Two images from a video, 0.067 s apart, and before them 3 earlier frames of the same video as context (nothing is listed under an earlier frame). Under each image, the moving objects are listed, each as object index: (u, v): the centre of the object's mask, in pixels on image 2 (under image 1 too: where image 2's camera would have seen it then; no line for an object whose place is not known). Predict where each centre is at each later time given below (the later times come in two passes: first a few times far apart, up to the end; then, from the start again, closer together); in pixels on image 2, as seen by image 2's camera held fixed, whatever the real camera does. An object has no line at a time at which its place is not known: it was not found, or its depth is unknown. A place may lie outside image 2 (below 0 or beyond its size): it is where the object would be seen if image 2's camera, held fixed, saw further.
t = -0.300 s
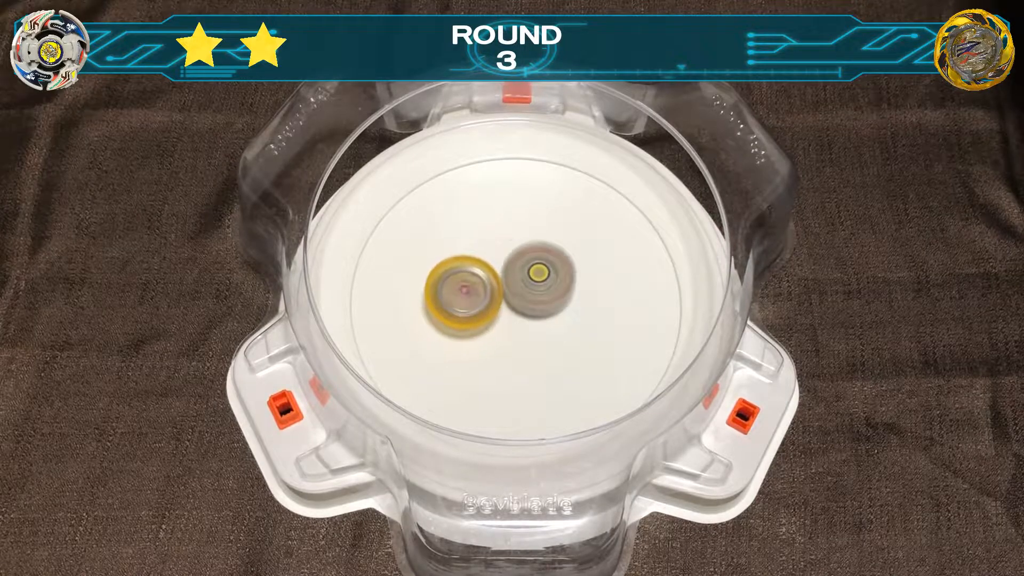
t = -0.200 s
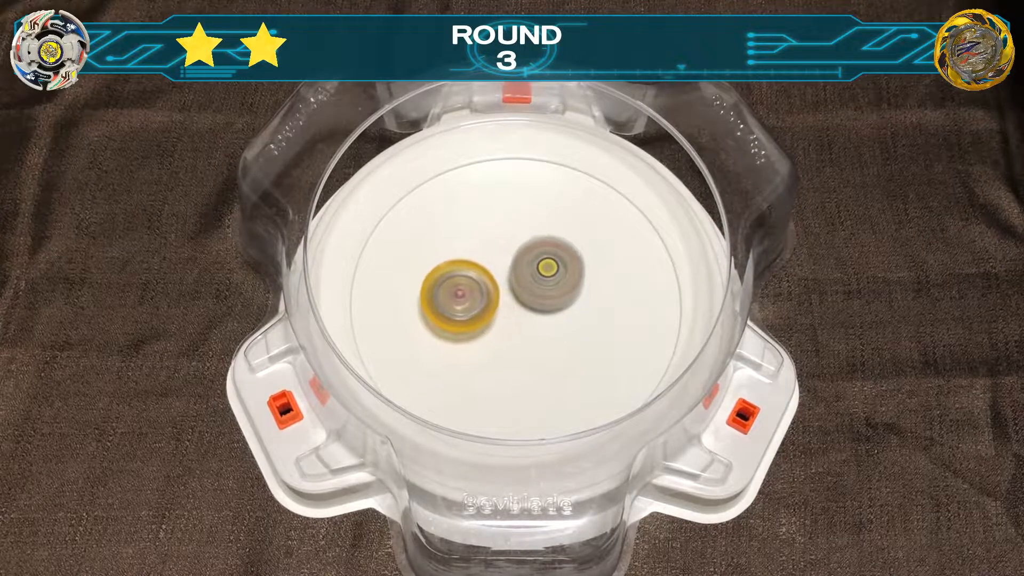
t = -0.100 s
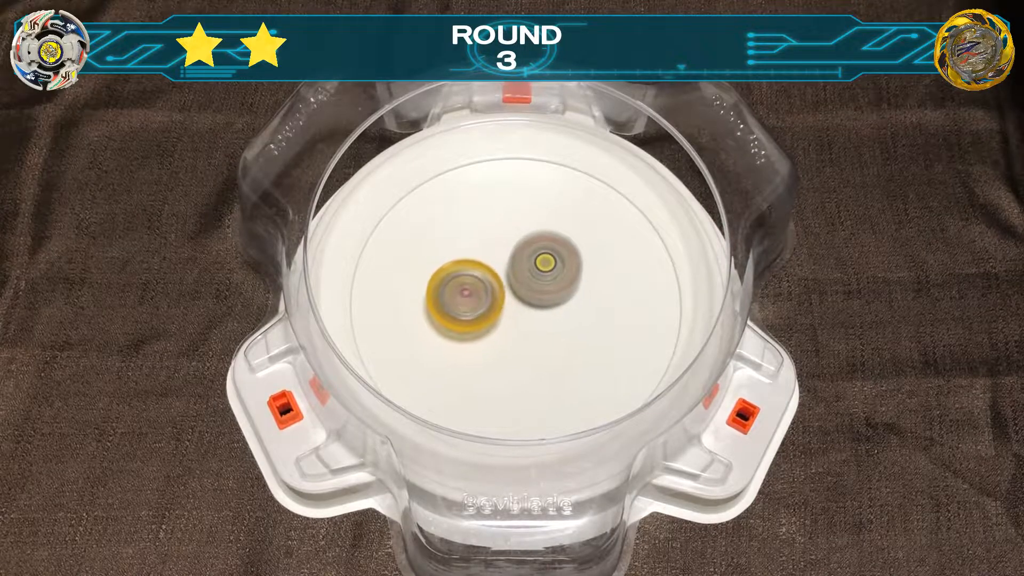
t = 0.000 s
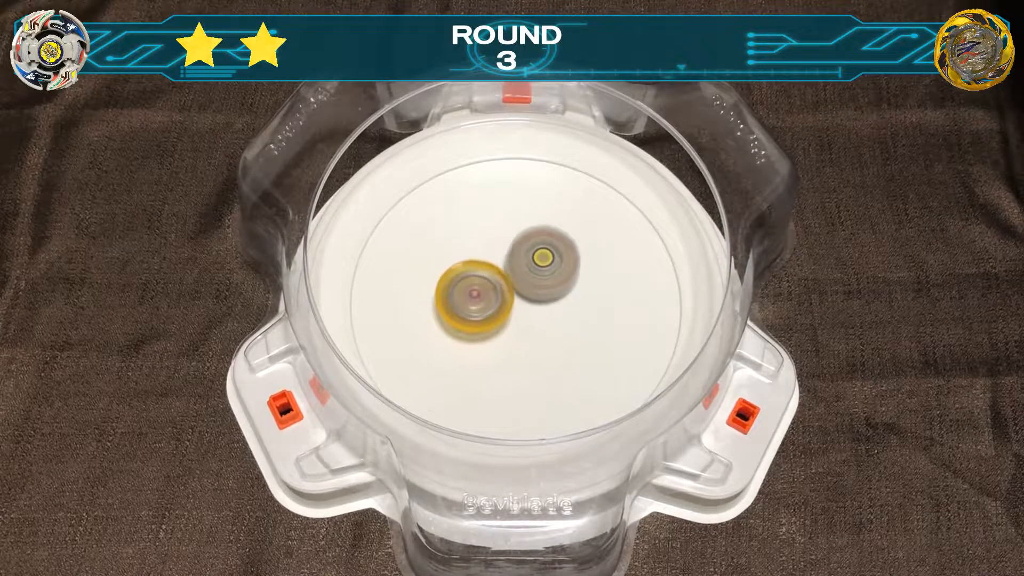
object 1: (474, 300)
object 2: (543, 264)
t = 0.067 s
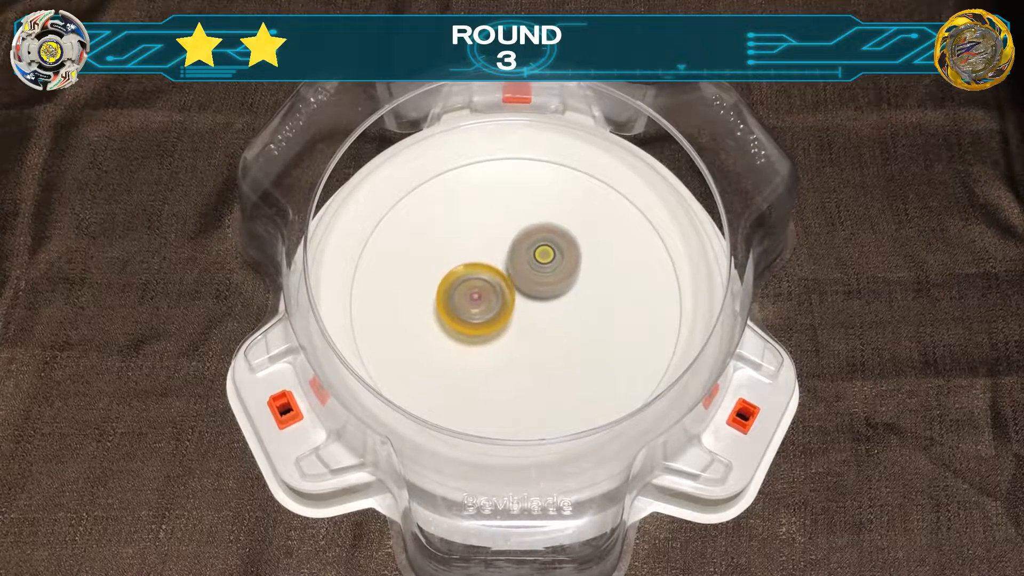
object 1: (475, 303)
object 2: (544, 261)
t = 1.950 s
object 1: (488, 323)
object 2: (527, 263)
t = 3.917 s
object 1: (487, 325)
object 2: (529, 266)
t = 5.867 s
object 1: (538, 333)
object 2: (487, 280)
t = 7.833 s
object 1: (556, 313)
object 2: (484, 286)
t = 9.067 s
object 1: (566, 278)
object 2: (424, 308)
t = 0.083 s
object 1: (475, 303)
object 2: (543, 260)
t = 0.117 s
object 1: (478, 304)
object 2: (542, 259)
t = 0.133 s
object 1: (479, 304)
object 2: (541, 259)
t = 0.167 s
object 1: (481, 305)
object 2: (539, 258)
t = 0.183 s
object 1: (481, 306)
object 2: (540, 257)
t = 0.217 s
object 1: (482, 307)
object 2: (539, 256)
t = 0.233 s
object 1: (482, 307)
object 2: (538, 255)
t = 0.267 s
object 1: (484, 307)
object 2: (537, 255)
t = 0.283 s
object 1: (484, 308)
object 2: (536, 255)
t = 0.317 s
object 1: (483, 309)
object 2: (535, 253)
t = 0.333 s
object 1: (482, 310)
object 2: (535, 253)
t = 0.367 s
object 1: (482, 311)
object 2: (533, 254)
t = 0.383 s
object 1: (482, 311)
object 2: (533, 255)
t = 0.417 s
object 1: (482, 311)
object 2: (532, 256)
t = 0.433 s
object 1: (481, 313)
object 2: (533, 255)
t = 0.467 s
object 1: (479, 316)
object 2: (534, 255)
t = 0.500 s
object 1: (479, 317)
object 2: (534, 255)
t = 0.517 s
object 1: (479, 317)
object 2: (533, 255)
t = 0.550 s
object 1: (481, 317)
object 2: (531, 256)
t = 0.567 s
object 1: (483, 317)
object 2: (531, 257)
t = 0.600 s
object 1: (486, 316)
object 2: (530, 257)
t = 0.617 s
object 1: (486, 318)
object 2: (531, 256)
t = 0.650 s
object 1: (485, 322)
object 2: (534, 253)
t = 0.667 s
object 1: (485, 324)
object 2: (534, 252)
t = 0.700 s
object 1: (485, 325)
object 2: (534, 252)
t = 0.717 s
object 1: (485, 325)
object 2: (534, 252)
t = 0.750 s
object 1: (486, 326)
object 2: (533, 253)
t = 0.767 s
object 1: (486, 326)
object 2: (532, 254)
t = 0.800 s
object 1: (488, 325)
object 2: (530, 255)
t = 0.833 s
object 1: (489, 324)
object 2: (528, 257)
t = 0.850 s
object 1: (491, 324)
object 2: (528, 257)
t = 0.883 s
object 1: (493, 323)
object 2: (527, 258)
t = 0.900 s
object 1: (494, 323)
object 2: (526, 259)
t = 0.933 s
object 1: (495, 324)
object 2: (527, 259)
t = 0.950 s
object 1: (496, 325)
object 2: (527, 259)
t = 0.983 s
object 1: (497, 326)
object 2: (527, 260)
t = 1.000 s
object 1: (498, 327)
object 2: (527, 261)
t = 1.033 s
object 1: (499, 327)
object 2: (527, 262)
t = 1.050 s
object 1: (498, 329)
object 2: (528, 262)
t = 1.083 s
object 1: (497, 330)
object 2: (529, 261)
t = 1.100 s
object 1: (496, 330)
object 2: (529, 261)
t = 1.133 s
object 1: (495, 330)
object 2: (529, 262)
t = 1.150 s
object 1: (495, 330)
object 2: (529, 263)
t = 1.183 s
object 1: (495, 329)
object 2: (528, 264)
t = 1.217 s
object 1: (494, 328)
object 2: (528, 265)
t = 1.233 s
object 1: (492, 330)
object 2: (529, 263)
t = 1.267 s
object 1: (487, 335)
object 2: (531, 259)
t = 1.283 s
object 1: (486, 335)
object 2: (532, 258)
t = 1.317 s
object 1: (485, 335)
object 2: (532, 258)
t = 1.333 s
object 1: (485, 334)
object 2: (531, 259)
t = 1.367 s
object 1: (486, 333)
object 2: (530, 260)
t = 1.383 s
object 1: (486, 332)
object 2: (529, 260)
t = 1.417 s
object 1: (487, 330)
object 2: (528, 262)
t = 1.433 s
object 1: (488, 330)
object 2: (528, 262)
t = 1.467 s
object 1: (489, 328)
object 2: (527, 264)
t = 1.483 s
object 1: (490, 327)
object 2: (527, 264)
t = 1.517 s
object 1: (489, 327)
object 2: (527, 264)
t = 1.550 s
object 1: (485, 331)
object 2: (531, 259)
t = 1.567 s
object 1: (484, 332)
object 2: (532, 257)
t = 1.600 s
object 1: (483, 333)
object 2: (533, 256)
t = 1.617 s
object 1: (482, 332)
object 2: (533, 257)
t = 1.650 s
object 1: (483, 331)
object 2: (532, 258)
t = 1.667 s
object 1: (483, 330)
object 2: (531, 258)
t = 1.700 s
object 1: (484, 329)
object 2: (529, 260)
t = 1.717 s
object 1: (485, 328)
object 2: (529, 261)
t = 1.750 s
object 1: (487, 326)
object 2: (528, 262)
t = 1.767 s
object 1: (488, 326)
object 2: (527, 262)
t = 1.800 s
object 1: (489, 324)
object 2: (527, 263)
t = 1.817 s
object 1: (489, 324)
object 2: (527, 263)
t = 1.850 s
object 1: (487, 325)
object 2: (529, 261)
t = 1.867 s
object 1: (487, 325)
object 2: (529, 261)
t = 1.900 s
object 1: (487, 324)
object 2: (528, 262)
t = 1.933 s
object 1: (489, 323)
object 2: (528, 263)
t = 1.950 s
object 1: (488, 323)
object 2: (527, 263)
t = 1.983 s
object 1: (485, 326)
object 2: (528, 262)
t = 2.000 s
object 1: (484, 327)
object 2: (528, 262)
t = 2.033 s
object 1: (483, 327)
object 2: (527, 263)
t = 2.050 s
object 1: (483, 327)
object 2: (527, 264)
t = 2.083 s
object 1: (483, 327)
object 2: (526, 266)
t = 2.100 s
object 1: (483, 328)
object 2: (526, 267)
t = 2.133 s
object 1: (483, 328)
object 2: (525, 269)
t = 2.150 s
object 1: (482, 329)
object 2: (525, 269)
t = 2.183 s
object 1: (478, 332)
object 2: (528, 266)
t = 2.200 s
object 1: (477, 333)
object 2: (530, 266)
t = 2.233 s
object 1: (476, 334)
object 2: (531, 267)
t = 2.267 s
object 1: (476, 334)
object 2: (531, 268)
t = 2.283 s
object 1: (477, 333)
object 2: (530, 269)
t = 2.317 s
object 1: (479, 332)
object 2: (529, 271)
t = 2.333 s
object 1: (481, 331)
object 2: (528, 271)
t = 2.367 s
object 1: (483, 330)
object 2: (527, 272)
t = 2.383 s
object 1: (485, 329)
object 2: (527, 273)
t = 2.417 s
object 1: (484, 330)
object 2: (529, 272)
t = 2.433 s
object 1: (484, 331)
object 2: (530, 271)
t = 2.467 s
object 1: (484, 331)
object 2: (530, 271)
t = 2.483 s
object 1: (484, 330)
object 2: (531, 272)
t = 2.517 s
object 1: (484, 329)
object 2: (530, 272)
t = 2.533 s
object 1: (485, 329)
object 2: (530, 273)
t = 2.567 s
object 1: (485, 328)
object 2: (529, 273)
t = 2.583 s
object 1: (483, 332)
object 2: (531, 272)
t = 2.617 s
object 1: (482, 331)
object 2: (533, 269)
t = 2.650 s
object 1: (480, 332)
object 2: (534, 268)
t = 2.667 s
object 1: (481, 332)
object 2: (534, 268)
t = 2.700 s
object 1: (481, 331)
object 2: (533, 269)
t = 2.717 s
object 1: (481, 331)
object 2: (533, 269)
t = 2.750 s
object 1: (481, 330)
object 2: (531, 269)
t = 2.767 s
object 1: (481, 329)
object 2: (531, 270)
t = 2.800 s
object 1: (482, 328)
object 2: (529, 270)
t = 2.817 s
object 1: (482, 328)
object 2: (529, 271)
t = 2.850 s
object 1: (481, 327)
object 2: (529, 271)
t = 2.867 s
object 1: (481, 326)
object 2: (529, 271)
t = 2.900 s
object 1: (479, 327)
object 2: (531, 269)
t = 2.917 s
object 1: (477, 328)
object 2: (534, 267)
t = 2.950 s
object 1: (475, 328)
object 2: (537, 263)
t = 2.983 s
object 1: (474, 327)
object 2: (538, 262)
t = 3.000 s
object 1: (475, 326)
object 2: (537, 262)
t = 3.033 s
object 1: (475, 325)
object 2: (536, 262)
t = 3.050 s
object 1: (475, 325)
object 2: (535, 262)
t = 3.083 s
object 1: (476, 324)
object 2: (533, 262)
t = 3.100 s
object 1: (477, 323)
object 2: (532, 263)
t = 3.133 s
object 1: (478, 322)
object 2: (530, 263)
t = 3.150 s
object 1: (478, 322)
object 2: (530, 264)
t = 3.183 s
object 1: (479, 321)
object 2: (528, 265)
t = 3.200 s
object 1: (480, 320)
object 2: (528, 265)
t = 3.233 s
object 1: (479, 321)
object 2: (527, 265)
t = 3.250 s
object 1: (478, 321)
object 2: (528, 265)
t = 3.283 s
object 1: (479, 321)
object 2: (529, 265)
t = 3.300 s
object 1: (479, 321)
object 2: (529, 265)
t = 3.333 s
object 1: (480, 320)
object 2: (529, 267)
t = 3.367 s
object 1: (477, 323)
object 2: (532, 264)
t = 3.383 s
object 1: (475, 324)
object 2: (533, 264)
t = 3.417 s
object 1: (474, 325)
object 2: (535, 263)
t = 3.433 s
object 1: (474, 324)
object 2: (535, 263)
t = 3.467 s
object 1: (475, 324)
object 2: (534, 264)
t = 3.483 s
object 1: (476, 323)
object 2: (534, 264)
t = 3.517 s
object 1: (479, 322)
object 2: (533, 265)
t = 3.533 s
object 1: (480, 322)
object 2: (532, 265)
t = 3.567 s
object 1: (482, 321)
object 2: (531, 265)
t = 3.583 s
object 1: (483, 321)
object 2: (531, 266)
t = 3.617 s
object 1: (481, 324)
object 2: (533, 263)
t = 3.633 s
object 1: (480, 325)
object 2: (534, 262)
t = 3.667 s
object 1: (479, 326)
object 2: (536, 262)
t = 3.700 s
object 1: (480, 326)
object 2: (535, 262)
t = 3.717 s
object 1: (481, 326)
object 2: (535, 263)
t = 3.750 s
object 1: (481, 326)
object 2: (533, 263)
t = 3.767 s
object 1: (482, 326)
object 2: (533, 264)
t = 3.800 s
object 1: (483, 326)
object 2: (532, 264)
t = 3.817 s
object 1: (484, 326)
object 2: (531, 265)
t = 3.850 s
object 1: (485, 325)
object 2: (531, 265)
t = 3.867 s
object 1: (486, 325)
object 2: (530, 265)
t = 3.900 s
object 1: (487, 325)
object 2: (529, 266)
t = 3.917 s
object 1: (487, 325)
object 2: (529, 266)
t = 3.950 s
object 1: (487, 326)
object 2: (529, 266)
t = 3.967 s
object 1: (487, 326)
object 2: (528, 266)
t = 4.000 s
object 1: (487, 326)
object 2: (529, 267)
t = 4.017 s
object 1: (487, 326)
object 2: (529, 267)
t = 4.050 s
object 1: (487, 326)
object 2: (529, 267)
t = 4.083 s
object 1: (487, 327)
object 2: (529, 268)
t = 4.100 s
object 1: (487, 327)
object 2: (529, 268)
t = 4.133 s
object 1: (486, 327)
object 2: (529, 268)
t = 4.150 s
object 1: (485, 328)
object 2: (529, 268)
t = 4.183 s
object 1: (485, 328)
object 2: (528, 269)
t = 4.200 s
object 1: (485, 328)
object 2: (527, 270)
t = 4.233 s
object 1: (482, 329)
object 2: (527, 270)
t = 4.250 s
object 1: (480, 331)
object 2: (528, 268)
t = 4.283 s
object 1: (477, 334)
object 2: (531, 266)
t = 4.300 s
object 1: (476, 335)
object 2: (532, 265)
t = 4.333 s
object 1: (475, 337)
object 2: (531, 266)
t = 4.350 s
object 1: (476, 335)
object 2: (530, 266)
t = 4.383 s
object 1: (477, 333)
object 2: (528, 268)
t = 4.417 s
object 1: (479, 331)
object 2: (525, 270)
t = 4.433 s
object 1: (480, 330)
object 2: (524, 270)
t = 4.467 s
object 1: (482, 328)
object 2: (523, 271)
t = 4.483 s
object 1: (478, 334)
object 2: (526, 266)
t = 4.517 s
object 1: (467, 345)
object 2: (537, 253)
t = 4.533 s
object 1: (462, 349)
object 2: (542, 247)
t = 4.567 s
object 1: (455, 355)
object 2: (548, 240)
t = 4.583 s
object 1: (452, 356)
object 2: (550, 238)
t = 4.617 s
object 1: (451, 356)
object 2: (549, 236)
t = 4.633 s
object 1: (451, 356)
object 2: (547, 235)
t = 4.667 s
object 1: (451, 355)
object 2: (543, 236)
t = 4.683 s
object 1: (451, 355)
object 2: (541, 236)
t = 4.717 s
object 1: (451, 356)
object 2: (538, 237)
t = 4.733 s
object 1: (452, 355)
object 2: (535, 237)
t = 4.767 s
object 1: (453, 354)
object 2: (531, 239)
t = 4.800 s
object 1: (454, 352)
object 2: (528, 241)
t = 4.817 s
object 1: (454, 351)
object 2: (526, 241)
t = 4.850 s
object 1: (455, 350)
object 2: (523, 244)
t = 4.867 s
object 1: (456, 349)
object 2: (521, 245)
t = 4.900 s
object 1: (457, 347)
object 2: (518, 247)
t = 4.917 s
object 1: (458, 346)
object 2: (516, 249)
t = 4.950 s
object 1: (460, 344)
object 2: (513, 252)
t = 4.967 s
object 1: (461, 343)
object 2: (511, 253)
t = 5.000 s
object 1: (463, 339)
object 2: (509, 256)
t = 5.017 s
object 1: (465, 337)
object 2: (507, 258)
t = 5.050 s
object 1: (469, 333)
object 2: (505, 261)
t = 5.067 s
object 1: (471, 330)
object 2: (504, 262)
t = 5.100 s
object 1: (474, 327)
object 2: (504, 261)
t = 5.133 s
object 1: (474, 329)
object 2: (509, 255)
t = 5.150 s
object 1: (474, 330)
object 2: (511, 252)
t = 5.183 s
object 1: (476, 329)
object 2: (514, 250)
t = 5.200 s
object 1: (476, 328)
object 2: (514, 250)
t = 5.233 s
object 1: (479, 328)
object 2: (512, 251)
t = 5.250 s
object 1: (481, 328)
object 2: (512, 252)
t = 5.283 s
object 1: (483, 327)
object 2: (509, 253)
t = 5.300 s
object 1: (485, 327)
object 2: (508, 253)
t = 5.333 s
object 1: (488, 326)
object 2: (506, 254)
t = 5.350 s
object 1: (491, 325)
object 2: (504, 254)
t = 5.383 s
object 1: (495, 325)
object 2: (502, 255)
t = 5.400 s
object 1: (497, 324)
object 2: (500, 255)
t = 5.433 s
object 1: (501, 323)
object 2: (498, 256)
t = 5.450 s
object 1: (505, 323)
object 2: (497, 257)
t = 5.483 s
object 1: (509, 326)
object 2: (495, 257)
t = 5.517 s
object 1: (514, 328)
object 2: (494, 259)
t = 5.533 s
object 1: (517, 329)
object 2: (494, 259)
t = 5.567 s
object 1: (522, 330)
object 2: (492, 261)
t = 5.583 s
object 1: (525, 330)
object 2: (492, 262)
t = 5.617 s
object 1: (529, 331)
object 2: (491, 264)
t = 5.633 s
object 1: (531, 331)
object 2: (491, 265)
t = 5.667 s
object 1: (532, 332)
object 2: (489, 268)
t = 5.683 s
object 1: (533, 332)
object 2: (489, 269)
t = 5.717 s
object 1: (534, 332)
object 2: (488, 271)
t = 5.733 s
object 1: (535, 332)
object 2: (488, 272)
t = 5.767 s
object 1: (536, 332)
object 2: (488, 274)
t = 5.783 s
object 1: (537, 332)
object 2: (488, 275)
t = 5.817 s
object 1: (537, 332)
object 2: (488, 277)
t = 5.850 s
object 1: (538, 332)
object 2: (487, 280)
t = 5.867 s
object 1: (538, 333)
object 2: (487, 280)
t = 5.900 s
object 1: (539, 335)
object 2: (487, 280)
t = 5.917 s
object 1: (538, 335)
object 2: (487, 281)
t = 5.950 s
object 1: (538, 335)
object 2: (487, 281)
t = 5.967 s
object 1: (538, 335)
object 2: (487, 282)
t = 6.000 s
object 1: (538, 336)
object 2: (486, 283)
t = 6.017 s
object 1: (540, 339)
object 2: (484, 281)
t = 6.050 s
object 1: (542, 343)
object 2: (479, 275)
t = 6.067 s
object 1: (542, 344)
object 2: (478, 274)
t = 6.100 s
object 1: (542, 344)
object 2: (476, 273)
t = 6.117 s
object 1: (541, 344)
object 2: (475, 273)
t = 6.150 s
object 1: (540, 344)
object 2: (475, 273)
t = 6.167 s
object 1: (539, 343)
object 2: (474, 274)
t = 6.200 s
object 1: (538, 342)
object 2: (474, 274)
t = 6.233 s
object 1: (537, 340)
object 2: (473, 275)
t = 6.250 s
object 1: (536, 340)
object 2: (473, 276)
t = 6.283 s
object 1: (535, 338)
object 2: (473, 277)
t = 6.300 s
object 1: (534, 337)
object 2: (472, 277)
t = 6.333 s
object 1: (533, 335)
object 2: (472, 279)
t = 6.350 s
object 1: (532, 334)
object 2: (472, 279)
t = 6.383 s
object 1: (530, 333)
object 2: (472, 280)
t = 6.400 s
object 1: (528, 331)
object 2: (472, 281)
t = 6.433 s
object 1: (528, 329)
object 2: (470, 278)
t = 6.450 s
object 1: (529, 331)
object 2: (467, 276)
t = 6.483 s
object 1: (529, 331)
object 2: (465, 274)
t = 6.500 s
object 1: (529, 331)
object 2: (465, 274)
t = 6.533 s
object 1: (528, 333)
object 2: (465, 274)
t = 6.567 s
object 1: (528, 332)
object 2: (465, 275)
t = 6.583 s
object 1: (528, 331)
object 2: (465, 275)
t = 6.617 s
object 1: (528, 330)
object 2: (465, 276)
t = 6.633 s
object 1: (528, 329)
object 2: (465, 277)
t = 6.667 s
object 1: (528, 327)
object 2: (466, 278)
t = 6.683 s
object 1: (528, 326)
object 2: (466, 278)
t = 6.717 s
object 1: (528, 324)
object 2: (467, 280)
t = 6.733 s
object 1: (528, 323)
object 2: (467, 280)
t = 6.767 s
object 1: (528, 320)
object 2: (468, 281)
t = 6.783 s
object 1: (528, 318)
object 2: (468, 281)
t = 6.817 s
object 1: (534, 321)
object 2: (463, 274)
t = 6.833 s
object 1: (538, 323)
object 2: (459, 267)
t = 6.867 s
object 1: (544, 325)
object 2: (453, 254)
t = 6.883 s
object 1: (546, 325)
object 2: (451, 250)
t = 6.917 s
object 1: (549, 323)
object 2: (450, 244)
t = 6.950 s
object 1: (551, 320)
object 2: (449, 243)
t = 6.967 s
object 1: (552, 319)
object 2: (448, 243)
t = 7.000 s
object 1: (553, 318)
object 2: (448, 243)
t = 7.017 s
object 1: (554, 317)
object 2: (448, 243)
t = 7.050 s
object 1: (554, 316)
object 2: (447, 244)
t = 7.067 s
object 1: (555, 316)
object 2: (447, 244)
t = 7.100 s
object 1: (555, 315)
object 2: (446, 245)
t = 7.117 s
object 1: (555, 315)
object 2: (446, 245)
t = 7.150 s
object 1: (556, 314)
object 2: (446, 245)
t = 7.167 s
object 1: (556, 313)
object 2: (446, 246)
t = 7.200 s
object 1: (556, 312)
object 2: (446, 247)
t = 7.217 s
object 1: (556, 312)
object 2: (447, 248)
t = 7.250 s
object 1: (557, 311)
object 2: (448, 249)
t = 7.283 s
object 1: (557, 311)
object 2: (449, 251)
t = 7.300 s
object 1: (557, 311)
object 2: (450, 252)
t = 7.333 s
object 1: (557, 310)
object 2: (452, 254)
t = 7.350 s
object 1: (557, 310)
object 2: (453, 255)
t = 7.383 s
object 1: (557, 310)
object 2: (455, 257)
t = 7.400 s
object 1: (557, 309)
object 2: (456, 258)
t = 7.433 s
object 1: (556, 309)
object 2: (459, 261)
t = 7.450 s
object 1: (556, 309)
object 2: (460, 262)
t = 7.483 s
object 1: (555, 308)
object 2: (464, 264)
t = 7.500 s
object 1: (555, 308)
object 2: (465, 266)
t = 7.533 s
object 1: (554, 307)
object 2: (468, 268)
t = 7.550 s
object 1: (554, 307)
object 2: (470, 270)
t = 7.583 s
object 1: (554, 306)
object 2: (474, 272)
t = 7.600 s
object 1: (553, 306)
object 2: (475, 273)
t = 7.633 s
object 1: (553, 305)
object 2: (479, 276)
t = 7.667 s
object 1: (553, 304)
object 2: (482, 279)
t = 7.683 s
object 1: (553, 304)
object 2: (482, 280)
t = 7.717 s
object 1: (554, 305)
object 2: (483, 282)
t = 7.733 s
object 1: (554, 307)
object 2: (483, 282)
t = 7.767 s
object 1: (554, 309)
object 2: (484, 284)
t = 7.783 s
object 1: (555, 310)
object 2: (484, 285)
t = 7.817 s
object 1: (555, 312)
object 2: (484, 286)
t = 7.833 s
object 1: (556, 313)
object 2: (484, 286)
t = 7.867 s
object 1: (556, 314)
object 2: (485, 288)
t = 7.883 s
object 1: (557, 315)
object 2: (484, 288)
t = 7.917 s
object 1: (557, 317)
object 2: (484, 288)
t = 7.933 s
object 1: (556, 317)
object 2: (484, 289)
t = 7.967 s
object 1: (556, 316)
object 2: (485, 290)
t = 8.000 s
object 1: (558, 317)
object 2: (482, 289)
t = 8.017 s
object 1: (560, 319)
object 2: (479, 287)
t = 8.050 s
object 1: (560, 321)
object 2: (475, 285)
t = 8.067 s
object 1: (560, 322)
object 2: (474, 285)
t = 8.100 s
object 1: (558, 322)
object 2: (474, 287)
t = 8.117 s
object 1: (558, 322)
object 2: (474, 288)
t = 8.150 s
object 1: (556, 323)
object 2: (474, 290)
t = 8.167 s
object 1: (555, 323)
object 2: (474, 291)
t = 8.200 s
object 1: (552, 324)
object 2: (475, 294)
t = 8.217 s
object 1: (551, 324)
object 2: (475, 295)
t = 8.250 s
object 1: (548, 324)
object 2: (476, 298)
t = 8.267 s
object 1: (547, 324)
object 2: (475, 299)
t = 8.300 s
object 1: (558, 334)
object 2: (454, 286)
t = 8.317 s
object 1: (570, 340)
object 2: (443, 280)
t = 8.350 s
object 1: (588, 352)
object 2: (426, 270)
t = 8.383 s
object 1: (600, 362)
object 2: (413, 264)
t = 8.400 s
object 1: (604, 367)
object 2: (409, 263)
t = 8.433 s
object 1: (609, 373)
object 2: (403, 262)
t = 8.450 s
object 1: (609, 374)
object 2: (401, 263)
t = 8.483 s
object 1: (608, 374)
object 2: (398, 266)
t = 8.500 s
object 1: (607, 373)
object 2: (397, 267)
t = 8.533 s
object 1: (606, 370)
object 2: (396, 270)
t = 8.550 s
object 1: (605, 368)
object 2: (395, 272)
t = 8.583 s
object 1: (604, 366)
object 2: (395, 274)
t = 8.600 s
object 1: (604, 364)
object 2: (395, 276)
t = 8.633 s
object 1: (603, 361)
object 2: (395, 278)
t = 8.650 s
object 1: (603, 360)
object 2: (395, 279)
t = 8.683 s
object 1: (603, 358)
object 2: (395, 282)
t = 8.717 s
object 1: (599, 354)
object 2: (396, 284)
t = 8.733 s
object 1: (598, 352)
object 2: (396, 286)
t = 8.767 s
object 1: (594, 347)
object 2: (397, 288)
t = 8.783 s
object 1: (592, 343)
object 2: (398, 289)
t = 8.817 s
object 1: (587, 337)
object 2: (400, 292)
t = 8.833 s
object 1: (585, 332)
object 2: (401, 293)
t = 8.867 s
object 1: (582, 325)
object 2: (403, 296)
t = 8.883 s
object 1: (580, 320)
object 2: (405, 297)
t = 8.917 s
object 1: (577, 313)
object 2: (408, 299)
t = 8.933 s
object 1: (575, 309)
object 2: (409, 300)
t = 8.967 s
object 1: (573, 301)
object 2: (412, 303)
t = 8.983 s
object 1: (571, 297)
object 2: (414, 304)
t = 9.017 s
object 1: (569, 289)
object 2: (418, 305)
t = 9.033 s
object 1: (568, 285)
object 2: (420, 306)
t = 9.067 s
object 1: (566, 278)
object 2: (424, 308)
